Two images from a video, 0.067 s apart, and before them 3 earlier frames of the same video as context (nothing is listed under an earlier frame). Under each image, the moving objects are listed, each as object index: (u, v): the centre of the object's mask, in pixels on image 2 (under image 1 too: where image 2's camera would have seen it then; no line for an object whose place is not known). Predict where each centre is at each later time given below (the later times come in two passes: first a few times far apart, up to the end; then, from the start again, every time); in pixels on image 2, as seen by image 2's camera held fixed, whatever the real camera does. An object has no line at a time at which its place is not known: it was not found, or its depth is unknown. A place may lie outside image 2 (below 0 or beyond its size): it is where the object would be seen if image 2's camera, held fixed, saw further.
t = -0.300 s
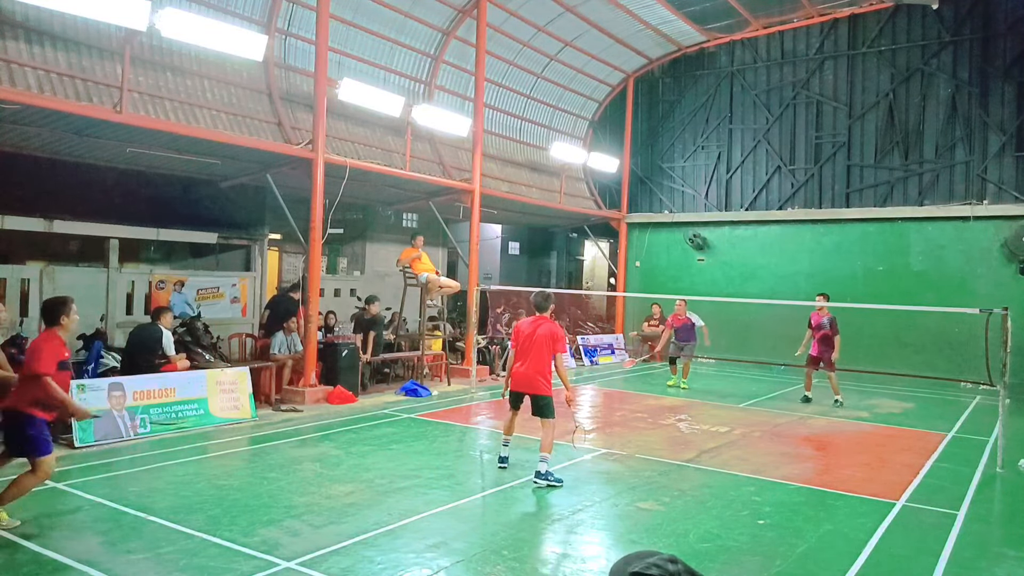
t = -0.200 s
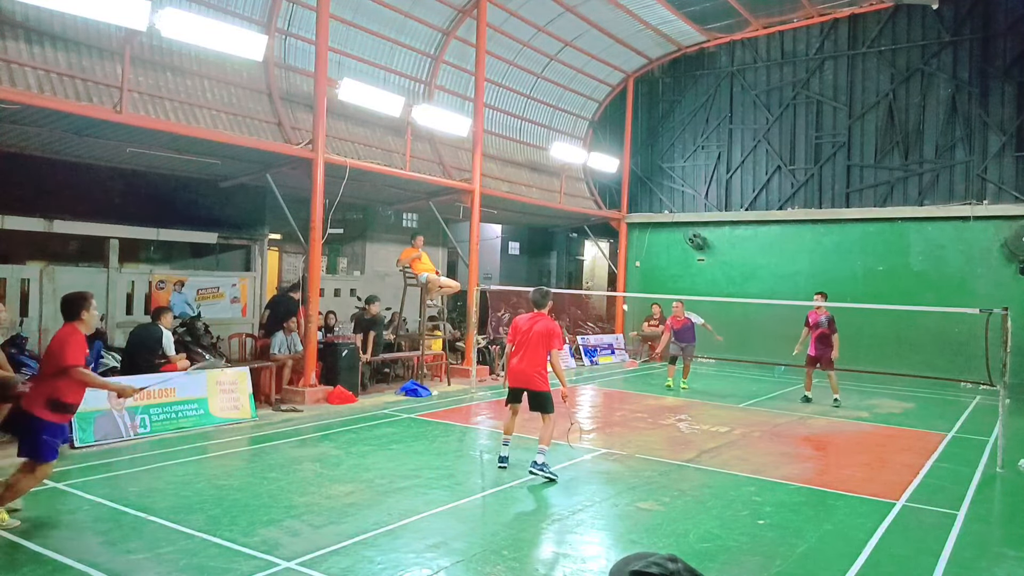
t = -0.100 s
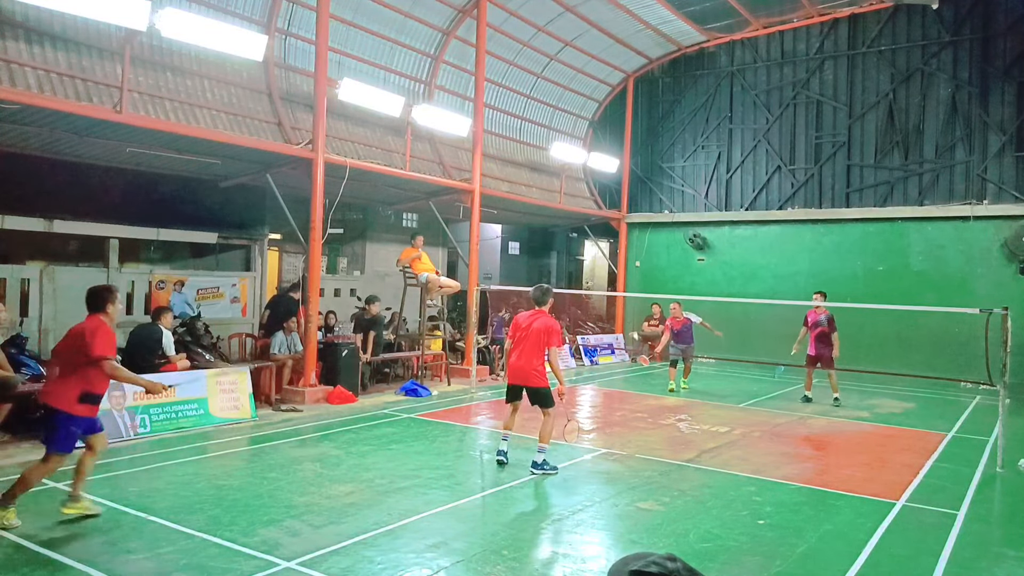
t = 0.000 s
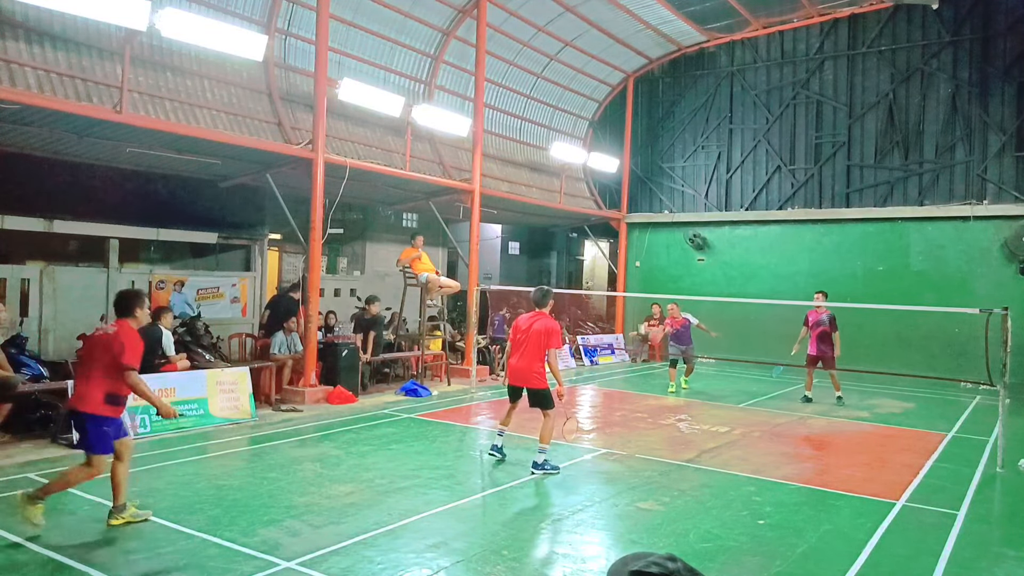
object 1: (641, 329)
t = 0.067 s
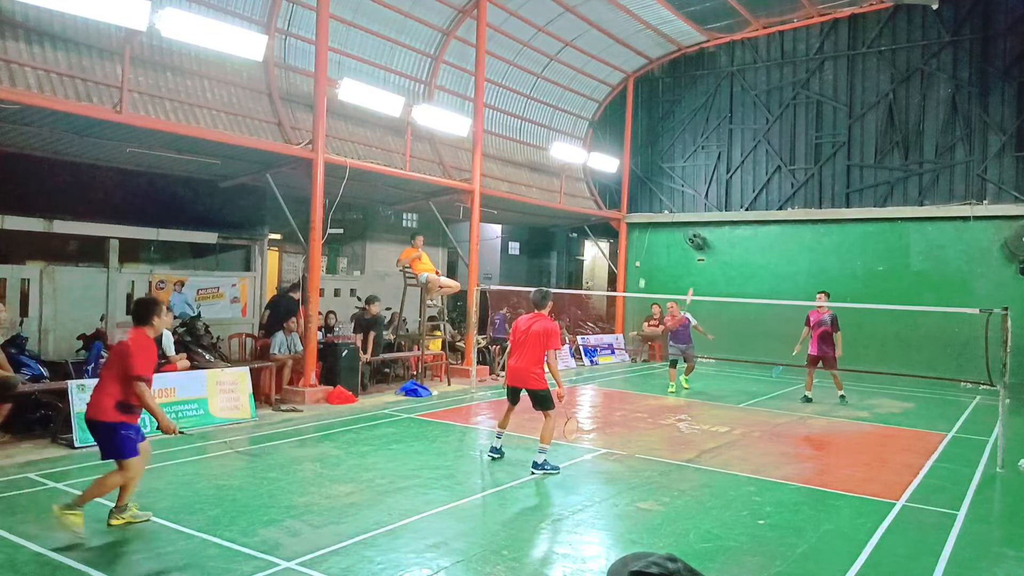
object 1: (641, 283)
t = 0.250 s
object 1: (646, 186)
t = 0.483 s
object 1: (653, 105)
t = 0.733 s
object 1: (656, 79)
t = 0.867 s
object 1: (656, 100)
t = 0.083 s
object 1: (642, 272)
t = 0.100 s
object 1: (642, 263)
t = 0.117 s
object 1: (642, 253)
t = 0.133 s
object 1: (643, 244)
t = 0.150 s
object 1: (643, 235)
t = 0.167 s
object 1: (644, 226)
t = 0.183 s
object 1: (644, 217)
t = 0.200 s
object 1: (645, 209)
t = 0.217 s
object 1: (645, 201)
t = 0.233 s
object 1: (646, 193)
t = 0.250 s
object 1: (646, 186)
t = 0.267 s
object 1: (647, 178)
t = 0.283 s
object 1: (647, 171)
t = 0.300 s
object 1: (648, 164)
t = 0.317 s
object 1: (649, 157)
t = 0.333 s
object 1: (649, 151)
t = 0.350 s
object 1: (649, 145)
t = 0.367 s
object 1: (650, 139)
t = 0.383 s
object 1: (651, 133)
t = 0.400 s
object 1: (651, 128)
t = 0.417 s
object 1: (651, 122)
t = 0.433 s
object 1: (652, 118)
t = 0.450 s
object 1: (652, 113)
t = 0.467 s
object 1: (653, 109)
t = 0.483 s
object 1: (653, 105)
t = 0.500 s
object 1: (653, 101)
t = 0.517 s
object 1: (654, 97)
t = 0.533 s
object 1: (654, 94)
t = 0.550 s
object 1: (654, 91)
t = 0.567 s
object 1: (655, 88)
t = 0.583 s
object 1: (655, 86)
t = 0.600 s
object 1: (655, 84)
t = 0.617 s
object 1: (655, 82)
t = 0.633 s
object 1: (655, 80)
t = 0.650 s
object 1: (656, 79)
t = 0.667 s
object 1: (656, 78)
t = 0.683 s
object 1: (656, 78)
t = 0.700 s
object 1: (656, 78)
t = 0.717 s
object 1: (656, 78)
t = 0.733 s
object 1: (656, 79)
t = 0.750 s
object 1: (656, 79)
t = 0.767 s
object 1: (656, 81)
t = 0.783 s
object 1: (656, 83)
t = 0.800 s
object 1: (656, 85)
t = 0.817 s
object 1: (656, 88)
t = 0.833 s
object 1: (656, 92)
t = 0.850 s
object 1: (656, 95)
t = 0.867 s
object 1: (656, 100)
